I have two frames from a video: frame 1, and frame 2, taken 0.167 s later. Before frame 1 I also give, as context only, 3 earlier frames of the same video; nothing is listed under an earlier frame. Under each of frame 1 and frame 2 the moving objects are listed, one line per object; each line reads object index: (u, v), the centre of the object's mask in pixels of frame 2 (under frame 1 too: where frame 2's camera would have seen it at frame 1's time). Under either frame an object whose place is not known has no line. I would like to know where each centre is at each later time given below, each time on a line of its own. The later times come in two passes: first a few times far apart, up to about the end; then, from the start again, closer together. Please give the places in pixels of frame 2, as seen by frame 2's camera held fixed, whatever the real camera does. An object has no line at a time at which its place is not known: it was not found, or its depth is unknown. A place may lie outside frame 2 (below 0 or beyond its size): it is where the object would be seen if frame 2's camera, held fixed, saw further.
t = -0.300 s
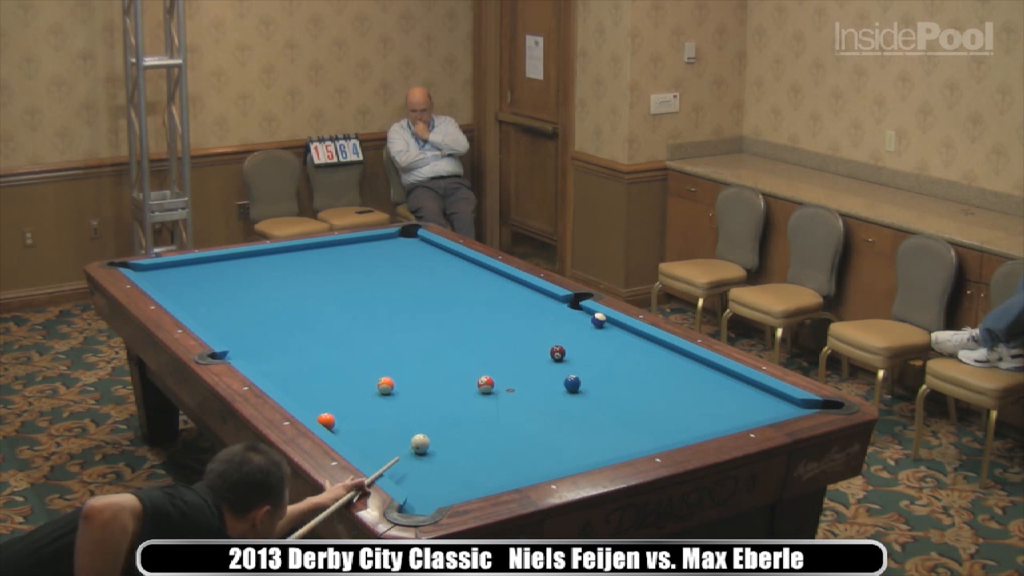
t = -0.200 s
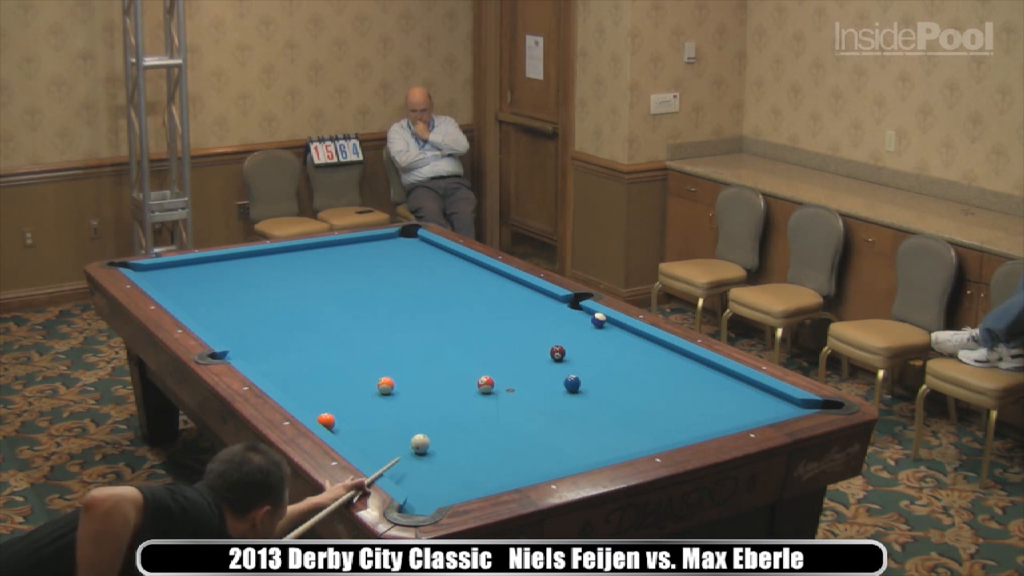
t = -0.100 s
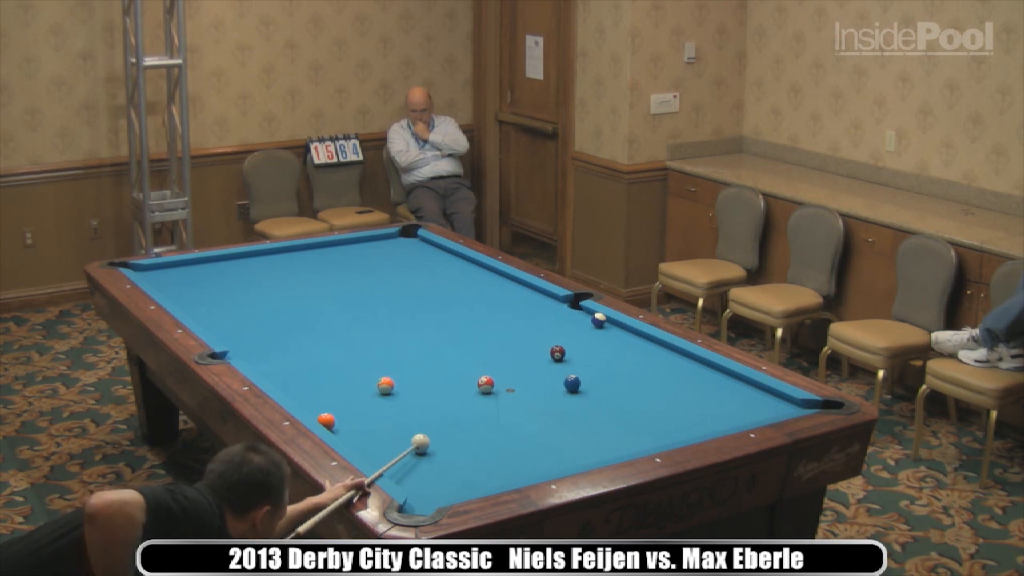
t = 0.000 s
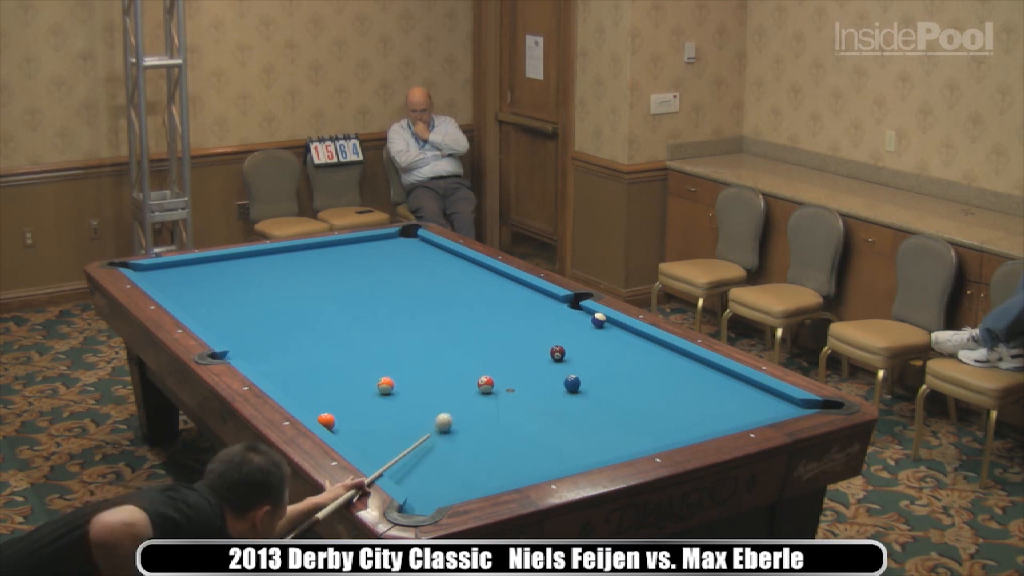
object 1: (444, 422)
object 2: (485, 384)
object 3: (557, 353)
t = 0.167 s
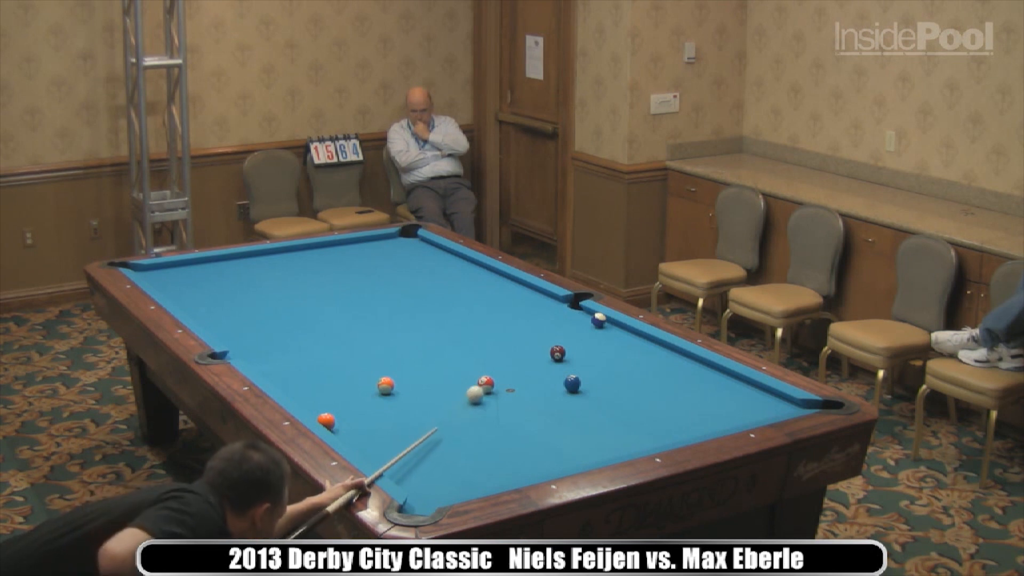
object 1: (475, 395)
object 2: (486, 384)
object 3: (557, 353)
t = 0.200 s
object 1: (480, 390)
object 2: (488, 381)
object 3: (557, 353)
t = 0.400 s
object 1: (489, 386)
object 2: (507, 361)
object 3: (557, 353)
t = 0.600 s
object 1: (499, 380)
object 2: (523, 345)
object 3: (557, 353)
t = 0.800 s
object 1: (509, 374)
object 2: (536, 331)
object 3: (557, 353)
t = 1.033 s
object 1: (519, 368)
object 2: (551, 315)
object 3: (557, 353)
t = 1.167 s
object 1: (525, 365)
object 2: (559, 307)
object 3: (557, 353)
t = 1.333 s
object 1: (533, 360)
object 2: (574, 302)
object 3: (557, 353)
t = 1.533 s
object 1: (540, 356)
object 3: (558, 353)
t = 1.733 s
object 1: (542, 353)
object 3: (562, 352)
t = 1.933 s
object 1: (541, 350)
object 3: (567, 352)
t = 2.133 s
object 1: (541, 348)
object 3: (571, 351)
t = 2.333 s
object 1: (540, 345)
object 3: (575, 351)
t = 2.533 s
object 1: (539, 344)
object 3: (578, 350)
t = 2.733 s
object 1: (539, 342)
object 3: (580, 350)
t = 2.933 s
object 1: (539, 341)
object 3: (582, 350)
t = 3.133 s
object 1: (539, 341)
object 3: (582, 350)
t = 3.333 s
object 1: (539, 340)
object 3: (582, 350)
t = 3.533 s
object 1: (539, 339)
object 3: (582, 350)
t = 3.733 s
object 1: (539, 339)
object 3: (582, 350)
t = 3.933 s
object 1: (539, 339)
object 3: (582, 350)
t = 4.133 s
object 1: (539, 339)
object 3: (582, 350)
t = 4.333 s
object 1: (539, 339)
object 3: (582, 350)
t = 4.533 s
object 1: (539, 339)
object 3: (582, 350)
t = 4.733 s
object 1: (539, 339)
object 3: (582, 350)
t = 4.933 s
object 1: (539, 339)
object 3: (582, 350)
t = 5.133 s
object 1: (539, 339)
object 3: (582, 350)
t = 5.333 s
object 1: (539, 339)
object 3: (582, 350)
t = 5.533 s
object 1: (539, 339)
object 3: (582, 350)
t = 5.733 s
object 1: (539, 339)
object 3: (582, 350)
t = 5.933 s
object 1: (539, 339)
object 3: (582, 350)
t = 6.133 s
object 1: (539, 339)
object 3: (582, 350)
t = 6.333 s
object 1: (539, 339)
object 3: (582, 350)
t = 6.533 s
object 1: (539, 339)
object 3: (582, 350)
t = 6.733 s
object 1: (539, 339)
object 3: (582, 350)
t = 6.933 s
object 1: (539, 339)
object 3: (582, 350)
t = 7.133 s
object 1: (539, 339)
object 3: (582, 350)
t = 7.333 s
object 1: (539, 339)
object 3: (582, 350)
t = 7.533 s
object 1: (539, 339)
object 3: (582, 350)
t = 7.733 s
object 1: (539, 339)
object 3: (582, 350)
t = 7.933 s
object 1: (539, 339)
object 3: (582, 350)
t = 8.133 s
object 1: (539, 339)
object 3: (582, 350)
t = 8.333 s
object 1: (538, 339)
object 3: (582, 350)
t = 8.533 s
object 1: (539, 339)
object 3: (582, 350)
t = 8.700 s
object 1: (539, 339)
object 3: (582, 350)
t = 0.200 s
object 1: (480, 390)
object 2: (488, 381)
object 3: (557, 353)
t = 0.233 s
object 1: (481, 390)
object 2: (491, 379)
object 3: (557, 353)
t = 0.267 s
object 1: (482, 390)
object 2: (494, 376)
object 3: (557, 353)
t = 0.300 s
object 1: (483, 389)
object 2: (498, 372)
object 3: (557, 353)
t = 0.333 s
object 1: (485, 388)
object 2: (501, 368)
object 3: (557, 353)
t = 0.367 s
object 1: (487, 387)
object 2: (504, 365)
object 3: (557, 353)
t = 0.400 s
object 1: (489, 386)
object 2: (507, 361)
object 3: (557, 353)
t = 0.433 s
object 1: (491, 385)
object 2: (510, 359)
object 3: (557, 353)
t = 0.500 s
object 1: (494, 383)
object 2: (514, 354)
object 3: (557, 353)
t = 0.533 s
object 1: (496, 382)
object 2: (518, 351)
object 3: (557, 353)
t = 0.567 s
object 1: (498, 381)
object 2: (520, 348)
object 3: (557, 353)
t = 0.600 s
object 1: (499, 380)
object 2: (523, 345)
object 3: (557, 353)
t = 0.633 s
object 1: (501, 379)
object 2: (525, 343)
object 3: (557, 353)
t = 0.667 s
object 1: (502, 378)
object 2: (527, 341)
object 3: (557, 353)
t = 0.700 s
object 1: (504, 377)
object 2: (529, 338)
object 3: (557, 353)
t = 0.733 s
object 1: (506, 376)
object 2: (532, 336)
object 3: (557, 353)
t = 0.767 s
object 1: (507, 375)
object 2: (534, 333)
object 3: (557, 353)
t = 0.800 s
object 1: (509, 374)
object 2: (536, 331)
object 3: (557, 353)
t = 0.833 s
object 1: (511, 373)
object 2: (539, 329)
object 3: (557, 353)
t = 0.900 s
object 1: (514, 372)
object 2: (543, 324)
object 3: (557, 353)
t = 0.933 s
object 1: (515, 371)
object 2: (545, 322)
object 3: (557, 353)
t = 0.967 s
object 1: (517, 370)
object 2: (547, 319)
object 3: (557, 353)
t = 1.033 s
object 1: (519, 368)
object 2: (551, 315)
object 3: (557, 353)
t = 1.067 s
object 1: (521, 367)
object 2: (553, 313)
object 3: (557, 353)
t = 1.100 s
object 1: (522, 367)
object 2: (555, 311)
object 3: (557, 353)
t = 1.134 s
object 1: (524, 366)
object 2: (557, 309)
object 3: (557, 353)
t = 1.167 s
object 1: (525, 365)
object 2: (559, 307)
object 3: (557, 353)
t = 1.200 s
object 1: (527, 363)
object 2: (563, 303)
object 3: (557, 353)
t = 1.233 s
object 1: (529, 362)
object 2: (565, 301)
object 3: (557, 353)
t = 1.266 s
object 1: (530, 362)
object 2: (566, 299)
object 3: (557, 353)
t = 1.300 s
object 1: (531, 361)
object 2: (570, 300)
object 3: (557, 353)
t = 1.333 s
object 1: (533, 360)
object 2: (574, 302)
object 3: (557, 353)
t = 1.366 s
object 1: (534, 359)
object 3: (557, 353)
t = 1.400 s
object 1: (535, 359)
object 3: (557, 353)
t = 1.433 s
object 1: (537, 358)
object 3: (557, 353)
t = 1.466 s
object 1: (538, 357)
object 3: (557, 353)
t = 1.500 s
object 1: (539, 356)
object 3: (558, 353)
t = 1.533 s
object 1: (540, 356)
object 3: (558, 353)
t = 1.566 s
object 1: (541, 355)
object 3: (558, 353)
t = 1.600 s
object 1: (542, 355)
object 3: (558, 353)
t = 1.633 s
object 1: (542, 354)
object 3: (559, 353)
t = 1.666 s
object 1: (542, 354)
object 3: (560, 353)
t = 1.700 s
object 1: (542, 353)
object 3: (561, 353)
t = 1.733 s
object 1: (542, 353)
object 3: (562, 352)
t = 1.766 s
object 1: (542, 352)
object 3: (563, 352)
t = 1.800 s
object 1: (542, 352)
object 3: (564, 352)
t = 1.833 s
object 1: (542, 351)
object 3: (565, 352)
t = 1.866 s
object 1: (541, 351)
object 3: (565, 352)
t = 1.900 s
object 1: (541, 350)
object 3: (566, 352)
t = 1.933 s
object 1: (541, 350)
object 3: (567, 352)
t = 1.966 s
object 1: (541, 349)
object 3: (568, 352)
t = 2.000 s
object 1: (541, 349)
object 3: (569, 352)
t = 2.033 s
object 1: (541, 349)
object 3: (570, 352)
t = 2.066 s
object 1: (541, 348)
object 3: (570, 352)
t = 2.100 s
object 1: (541, 348)
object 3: (571, 351)
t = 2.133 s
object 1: (541, 348)
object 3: (571, 351)
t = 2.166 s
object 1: (540, 347)
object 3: (572, 351)
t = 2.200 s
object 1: (540, 347)
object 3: (573, 351)
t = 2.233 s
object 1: (540, 346)
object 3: (573, 351)
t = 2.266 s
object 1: (540, 346)
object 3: (574, 351)
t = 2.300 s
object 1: (540, 346)
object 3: (575, 351)
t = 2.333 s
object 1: (540, 345)
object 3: (575, 351)
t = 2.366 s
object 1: (540, 345)
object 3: (575, 351)
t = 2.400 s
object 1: (540, 345)
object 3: (576, 351)
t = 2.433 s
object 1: (540, 345)
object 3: (577, 351)
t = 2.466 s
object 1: (540, 344)
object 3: (577, 350)
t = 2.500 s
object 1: (539, 344)
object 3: (577, 350)
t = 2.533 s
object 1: (539, 344)
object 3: (578, 350)
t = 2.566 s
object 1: (539, 344)
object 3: (578, 350)
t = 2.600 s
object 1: (539, 343)
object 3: (578, 350)
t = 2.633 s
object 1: (539, 343)
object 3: (579, 350)
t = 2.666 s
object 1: (539, 343)
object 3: (579, 350)
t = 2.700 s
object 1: (539, 343)
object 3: (579, 350)
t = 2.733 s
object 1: (539, 342)
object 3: (580, 350)
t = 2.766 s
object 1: (539, 342)
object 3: (580, 350)
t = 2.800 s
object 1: (539, 342)
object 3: (581, 350)
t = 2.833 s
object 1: (539, 342)
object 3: (581, 350)
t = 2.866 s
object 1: (539, 342)
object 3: (581, 350)
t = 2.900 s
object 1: (539, 342)
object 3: (581, 350)
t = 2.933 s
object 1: (539, 341)
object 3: (582, 350)
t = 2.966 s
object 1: (539, 341)
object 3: (582, 350)
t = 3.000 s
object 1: (539, 341)
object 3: (582, 350)
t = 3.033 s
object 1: (539, 341)
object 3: (582, 350)
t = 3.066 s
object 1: (539, 341)
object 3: (582, 350)
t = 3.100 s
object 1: (539, 341)
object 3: (582, 350)
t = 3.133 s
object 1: (539, 341)
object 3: (582, 350)
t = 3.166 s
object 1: (539, 340)
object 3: (582, 350)
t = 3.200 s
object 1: (539, 341)
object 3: (582, 350)
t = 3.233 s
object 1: (539, 340)
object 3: (582, 350)
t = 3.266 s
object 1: (539, 340)
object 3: (582, 350)
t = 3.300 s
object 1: (539, 340)
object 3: (582, 350)
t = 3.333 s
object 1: (539, 340)
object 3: (582, 350)
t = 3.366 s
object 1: (539, 340)
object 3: (582, 350)
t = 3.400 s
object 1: (539, 340)
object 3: (582, 350)
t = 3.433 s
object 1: (539, 340)
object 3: (582, 350)
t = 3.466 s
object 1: (539, 339)
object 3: (582, 350)
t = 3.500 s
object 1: (539, 339)
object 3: (582, 350)
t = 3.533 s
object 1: (539, 339)
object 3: (582, 350)
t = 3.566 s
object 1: (539, 339)
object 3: (582, 350)
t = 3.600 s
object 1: (539, 339)
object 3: (582, 350)
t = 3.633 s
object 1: (539, 339)
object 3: (582, 350)
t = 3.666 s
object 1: (539, 339)
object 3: (582, 350)
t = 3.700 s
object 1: (539, 339)
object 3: (582, 350)
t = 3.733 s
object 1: (539, 339)
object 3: (582, 350)
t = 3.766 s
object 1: (539, 339)
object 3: (582, 350)
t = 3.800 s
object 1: (539, 339)
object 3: (582, 350)
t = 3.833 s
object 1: (539, 339)
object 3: (582, 350)
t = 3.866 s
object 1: (539, 339)
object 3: (582, 350)
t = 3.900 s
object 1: (539, 339)
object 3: (582, 350)
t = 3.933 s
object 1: (539, 339)
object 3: (582, 350)
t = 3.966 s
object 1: (539, 339)
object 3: (582, 350)
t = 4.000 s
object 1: (539, 339)
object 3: (582, 350)
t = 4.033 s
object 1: (539, 339)
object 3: (582, 350)
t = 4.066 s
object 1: (539, 339)
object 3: (582, 350)
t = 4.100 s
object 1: (539, 339)
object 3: (582, 350)
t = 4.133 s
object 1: (539, 339)
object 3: (582, 350)
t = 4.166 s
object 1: (539, 339)
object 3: (582, 350)
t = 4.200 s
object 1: (539, 339)
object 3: (582, 350)
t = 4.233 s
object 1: (539, 339)
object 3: (582, 350)
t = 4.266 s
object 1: (539, 339)
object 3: (582, 350)
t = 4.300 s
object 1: (539, 339)
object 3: (582, 350)
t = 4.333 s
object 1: (539, 339)
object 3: (582, 350)
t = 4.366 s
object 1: (539, 339)
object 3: (582, 350)
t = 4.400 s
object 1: (539, 339)
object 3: (582, 350)
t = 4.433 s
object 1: (539, 339)
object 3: (582, 350)
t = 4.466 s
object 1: (539, 339)
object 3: (582, 350)
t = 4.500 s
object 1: (539, 339)
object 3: (582, 350)
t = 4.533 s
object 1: (539, 339)
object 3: (582, 350)
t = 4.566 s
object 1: (539, 339)
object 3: (582, 350)
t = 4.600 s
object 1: (539, 339)
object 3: (582, 350)
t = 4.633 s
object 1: (539, 339)
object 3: (582, 350)
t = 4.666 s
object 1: (539, 339)
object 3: (582, 350)
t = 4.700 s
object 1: (539, 339)
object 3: (582, 350)
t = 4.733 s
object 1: (539, 339)
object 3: (582, 350)
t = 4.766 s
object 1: (539, 339)
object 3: (582, 350)
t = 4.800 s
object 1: (539, 339)
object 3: (582, 350)
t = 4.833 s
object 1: (539, 339)
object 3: (582, 350)
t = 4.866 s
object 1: (539, 339)
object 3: (582, 350)
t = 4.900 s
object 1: (539, 339)
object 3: (582, 350)
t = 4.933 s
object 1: (539, 339)
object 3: (582, 350)
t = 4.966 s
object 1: (539, 339)
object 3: (582, 350)
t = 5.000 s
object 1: (539, 339)
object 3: (582, 350)
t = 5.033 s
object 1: (539, 339)
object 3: (582, 350)
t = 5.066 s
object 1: (539, 339)
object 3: (582, 350)
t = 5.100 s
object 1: (539, 339)
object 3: (582, 350)
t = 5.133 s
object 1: (539, 339)
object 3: (582, 350)
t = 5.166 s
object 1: (539, 339)
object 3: (582, 350)
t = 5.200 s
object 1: (539, 339)
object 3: (582, 350)
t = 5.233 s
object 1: (539, 339)
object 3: (582, 350)
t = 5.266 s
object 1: (539, 339)
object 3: (582, 350)
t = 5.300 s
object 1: (539, 339)
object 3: (582, 350)
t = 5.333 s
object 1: (539, 339)
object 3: (582, 350)
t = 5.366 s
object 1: (539, 339)
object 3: (582, 350)
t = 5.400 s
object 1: (539, 339)
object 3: (582, 350)
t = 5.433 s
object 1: (539, 339)
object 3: (582, 350)
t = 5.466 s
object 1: (539, 339)
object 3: (582, 350)
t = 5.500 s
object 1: (539, 339)
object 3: (582, 350)
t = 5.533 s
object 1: (539, 339)
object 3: (582, 350)
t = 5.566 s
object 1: (539, 339)
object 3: (582, 350)
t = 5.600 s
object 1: (539, 339)
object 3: (582, 350)
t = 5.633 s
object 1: (539, 339)
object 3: (582, 350)
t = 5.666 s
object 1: (539, 339)
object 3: (582, 350)
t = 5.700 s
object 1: (539, 339)
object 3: (582, 350)
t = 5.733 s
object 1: (539, 339)
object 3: (582, 350)
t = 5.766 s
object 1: (539, 339)
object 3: (582, 350)
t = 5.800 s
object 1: (539, 339)
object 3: (582, 350)
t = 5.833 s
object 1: (539, 339)
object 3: (582, 350)
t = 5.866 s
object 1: (539, 339)
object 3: (582, 350)
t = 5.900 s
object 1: (539, 339)
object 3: (582, 350)
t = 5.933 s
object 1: (539, 339)
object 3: (582, 350)
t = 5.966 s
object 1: (539, 339)
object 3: (582, 350)
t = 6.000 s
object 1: (539, 339)
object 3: (582, 350)
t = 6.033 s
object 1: (539, 339)
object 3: (582, 350)
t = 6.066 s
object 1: (539, 339)
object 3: (582, 350)
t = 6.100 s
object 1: (539, 339)
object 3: (582, 350)
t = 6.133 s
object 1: (539, 339)
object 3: (582, 350)
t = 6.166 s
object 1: (539, 339)
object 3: (582, 350)
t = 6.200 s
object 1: (539, 339)
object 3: (582, 350)
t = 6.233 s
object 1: (539, 339)
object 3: (582, 350)
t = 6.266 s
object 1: (539, 339)
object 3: (582, 350)
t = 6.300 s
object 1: (539, 339)
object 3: (582, 350)
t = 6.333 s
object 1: (539, 339)
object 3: (582, 350)
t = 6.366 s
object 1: (539, 339)
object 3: (582, 350)
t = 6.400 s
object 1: (539, 339)
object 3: (582, 350)
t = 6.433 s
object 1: (539, 339)
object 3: (582, 350)
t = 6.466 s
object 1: (539, 339)
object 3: (582, 350)
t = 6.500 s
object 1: (539, 339)
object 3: (582, 350)
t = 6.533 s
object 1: (539, 339)
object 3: (582, 350)
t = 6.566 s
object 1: (539, 339)
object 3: (582, 350)
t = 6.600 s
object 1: (539, 339)
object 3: (582, 350)
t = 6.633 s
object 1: (539, 339)
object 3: (582, 350)
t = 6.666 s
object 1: (539, 339)
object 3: (582, 350)
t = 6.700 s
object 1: (539, 339)
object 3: (582, 350)
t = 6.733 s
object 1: (539, 339)
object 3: (582, 350)
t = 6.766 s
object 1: (539, 339)
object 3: (582, 350)
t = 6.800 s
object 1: (539, 339)
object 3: (582, 350)
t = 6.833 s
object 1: (539, 339)
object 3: (582, 350)
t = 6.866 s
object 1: (539, 339)
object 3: (582, 350)
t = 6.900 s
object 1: (539, 339)
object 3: (582, 350)
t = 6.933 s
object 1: (539, 339)
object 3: (582, 350)
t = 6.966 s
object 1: (539, 339)
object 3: (582, 350)
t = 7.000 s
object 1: (539, 339)
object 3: (582, 350)
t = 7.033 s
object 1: (539, 339)
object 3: (582, 350)
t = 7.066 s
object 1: (539, 339)
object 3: (582, 350)
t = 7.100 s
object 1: (539, 339)
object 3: (582, 350)
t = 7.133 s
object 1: (539, 339)
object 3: (582, 350)
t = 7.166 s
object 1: (539, 339)
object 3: (582, 350)
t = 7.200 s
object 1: (539, 339)
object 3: (582, 350)
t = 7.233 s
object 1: (539, 339)
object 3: (582, 350)
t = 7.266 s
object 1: (539, 339)
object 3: (582, 350)
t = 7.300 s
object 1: (539, 339)
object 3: (582, 350)
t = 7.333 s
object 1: (539, 339)
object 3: (582, 350)
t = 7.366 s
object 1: (539, 339)
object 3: (582, 350)
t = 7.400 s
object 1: (539, 339)
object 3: (582, 350)
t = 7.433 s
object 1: (539, 339)
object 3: (582, 350)
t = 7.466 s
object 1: (539, 339)
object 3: (582, 350)
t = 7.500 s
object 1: (539, 339)
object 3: (582, 350)
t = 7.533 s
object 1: (539, 339)
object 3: (582, 350)
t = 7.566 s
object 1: (539, 339)
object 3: (582, 350)
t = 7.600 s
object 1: (539, 339)
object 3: (582, 350)
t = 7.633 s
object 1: (539, 339)
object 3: (582, 350)
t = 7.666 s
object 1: (539, 339)
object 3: (582, 350)
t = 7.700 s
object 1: (539, 339)
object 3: (582, 350)
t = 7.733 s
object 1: (539, 339)
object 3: (582, 350)
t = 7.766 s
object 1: (539, 339)
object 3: (582, 350)
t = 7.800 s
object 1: (539, 339)
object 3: (582, 350)
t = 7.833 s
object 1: (539, 339)
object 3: (582, 350)
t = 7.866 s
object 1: (539, 339)
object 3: (582, 350)
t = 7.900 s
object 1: (539, 339)
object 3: (582, 350)
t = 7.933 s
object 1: (539, 339)
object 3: (582, 350)
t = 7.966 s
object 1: (539, 339)
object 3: (582, 350)
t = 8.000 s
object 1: (539, 339)
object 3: (582, 350)
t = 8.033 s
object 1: (539, 339)
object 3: (582, 350)
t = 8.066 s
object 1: (539, 339)
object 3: (582, 350)
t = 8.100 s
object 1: (539, 339)
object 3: (582, 350)
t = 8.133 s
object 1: (539, 339)
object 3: (582, 350)
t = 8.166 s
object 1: (539, 339)
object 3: (582, 350)
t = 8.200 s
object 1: (539, 339)
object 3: (582, 350)
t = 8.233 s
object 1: (539, 339)
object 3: (582, 350)
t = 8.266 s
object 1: (538, 339)
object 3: (582, 350)
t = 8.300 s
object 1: (539, 339)
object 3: (582, 350)
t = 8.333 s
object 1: (538, 339)
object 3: (582, 350)
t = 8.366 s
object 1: (539, 339)
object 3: (582, 350)
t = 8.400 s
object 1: (539, 339)
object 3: (582, 350)
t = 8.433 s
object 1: (538, 339)
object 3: (582, 350)
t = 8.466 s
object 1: (538, 339)
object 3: (582, 350)
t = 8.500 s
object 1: (538, 339)
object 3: (582, 350)
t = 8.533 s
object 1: (539, 339)
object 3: (582, 350)
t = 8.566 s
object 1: (538, 339)
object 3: (582, 350)
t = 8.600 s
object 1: (539, 339)
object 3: (582, 350)
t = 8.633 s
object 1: (539, 339)
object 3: (582, 350)
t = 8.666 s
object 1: (538, 339)
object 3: (582, 350)
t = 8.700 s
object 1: (539, 339)
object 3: (582, 350)
